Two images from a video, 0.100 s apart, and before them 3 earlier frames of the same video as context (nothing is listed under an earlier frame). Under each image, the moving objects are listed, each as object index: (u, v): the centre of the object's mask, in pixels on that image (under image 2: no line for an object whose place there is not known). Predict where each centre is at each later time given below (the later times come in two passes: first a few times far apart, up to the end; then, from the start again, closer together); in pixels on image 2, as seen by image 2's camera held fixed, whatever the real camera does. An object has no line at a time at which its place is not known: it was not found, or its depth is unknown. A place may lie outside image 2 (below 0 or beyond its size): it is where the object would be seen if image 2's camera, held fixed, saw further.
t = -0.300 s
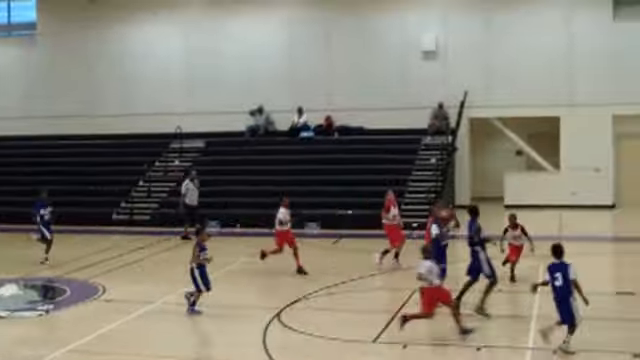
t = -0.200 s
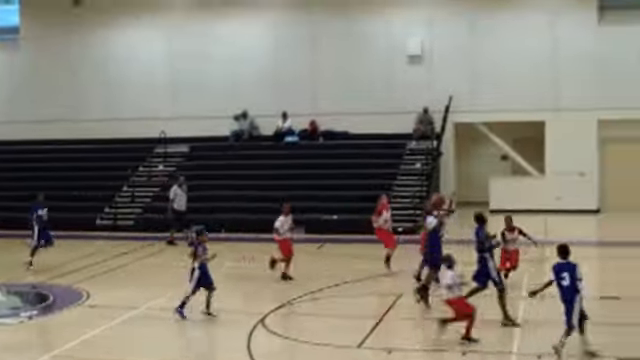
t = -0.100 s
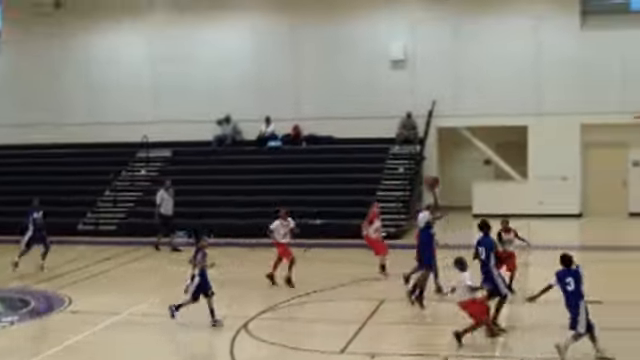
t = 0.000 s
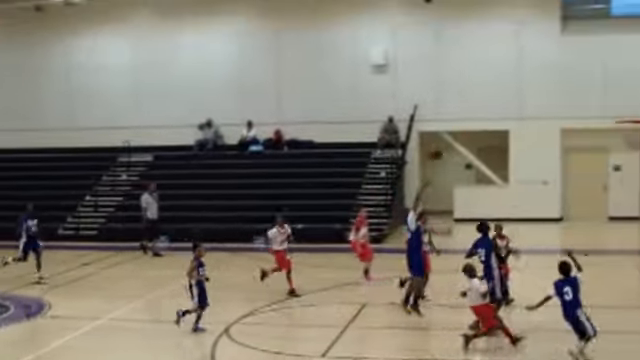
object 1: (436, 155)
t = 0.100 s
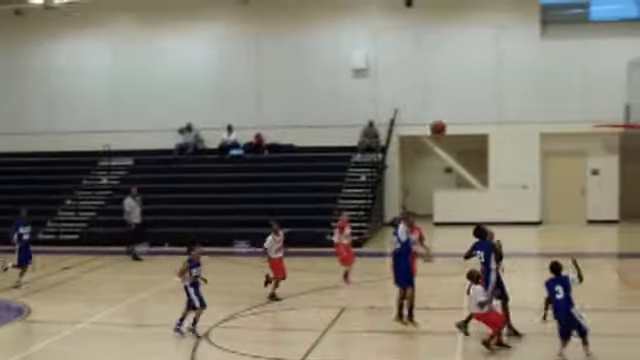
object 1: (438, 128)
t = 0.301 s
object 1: (485, 92)
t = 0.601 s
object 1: (558, 85)
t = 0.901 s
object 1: (626, 140)
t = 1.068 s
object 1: (596, 183)
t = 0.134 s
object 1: (446, 120)
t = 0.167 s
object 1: (453, 113)
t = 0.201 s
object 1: (461, 106)
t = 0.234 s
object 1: (469, 101)
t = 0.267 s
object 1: (477, 96)
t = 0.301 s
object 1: (485, 92)
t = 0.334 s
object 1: (493, 88)
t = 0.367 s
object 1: (501, 85)
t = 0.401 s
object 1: (509, 82)
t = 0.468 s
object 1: (525, 80)
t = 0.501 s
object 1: (533, 80)
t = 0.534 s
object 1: (541, 81)
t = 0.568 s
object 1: (549, 82)
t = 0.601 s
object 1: (558, 85)
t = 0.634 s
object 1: (566, 88)
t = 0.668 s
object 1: (574, 91)
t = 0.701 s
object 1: (583, 96)
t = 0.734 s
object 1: (591, 101)
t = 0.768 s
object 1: (600, 108)
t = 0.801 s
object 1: (608, 114)
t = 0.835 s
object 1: (616, 124)
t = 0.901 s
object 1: (626, 140)
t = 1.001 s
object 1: (608, 163)
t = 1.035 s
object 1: (602, 173)
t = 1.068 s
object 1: (596, 183)
